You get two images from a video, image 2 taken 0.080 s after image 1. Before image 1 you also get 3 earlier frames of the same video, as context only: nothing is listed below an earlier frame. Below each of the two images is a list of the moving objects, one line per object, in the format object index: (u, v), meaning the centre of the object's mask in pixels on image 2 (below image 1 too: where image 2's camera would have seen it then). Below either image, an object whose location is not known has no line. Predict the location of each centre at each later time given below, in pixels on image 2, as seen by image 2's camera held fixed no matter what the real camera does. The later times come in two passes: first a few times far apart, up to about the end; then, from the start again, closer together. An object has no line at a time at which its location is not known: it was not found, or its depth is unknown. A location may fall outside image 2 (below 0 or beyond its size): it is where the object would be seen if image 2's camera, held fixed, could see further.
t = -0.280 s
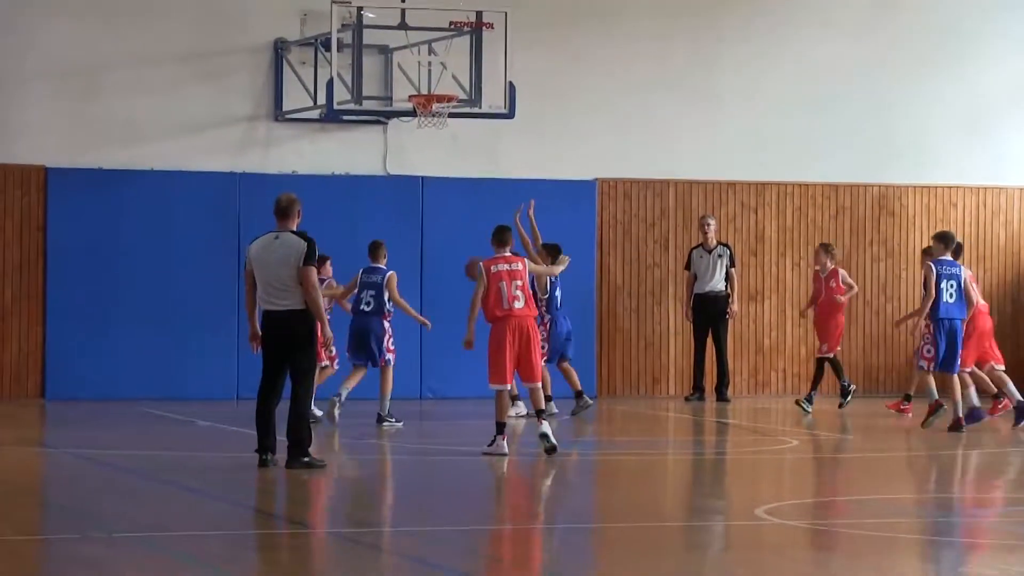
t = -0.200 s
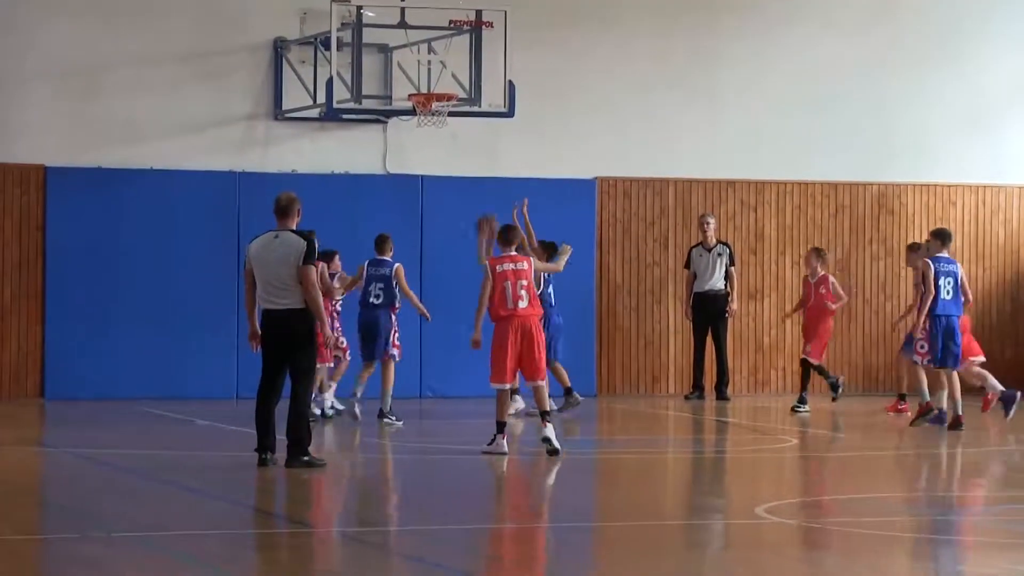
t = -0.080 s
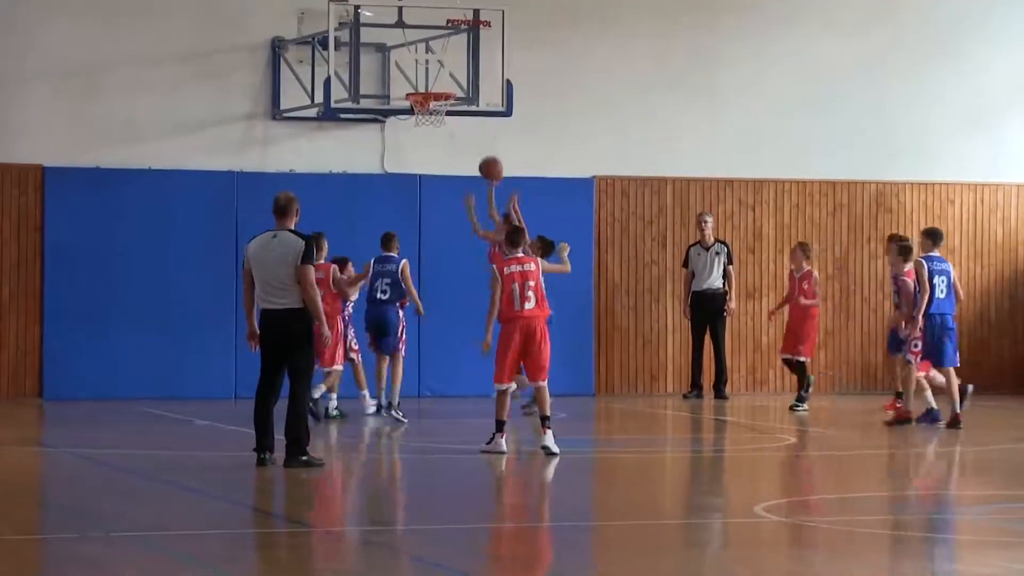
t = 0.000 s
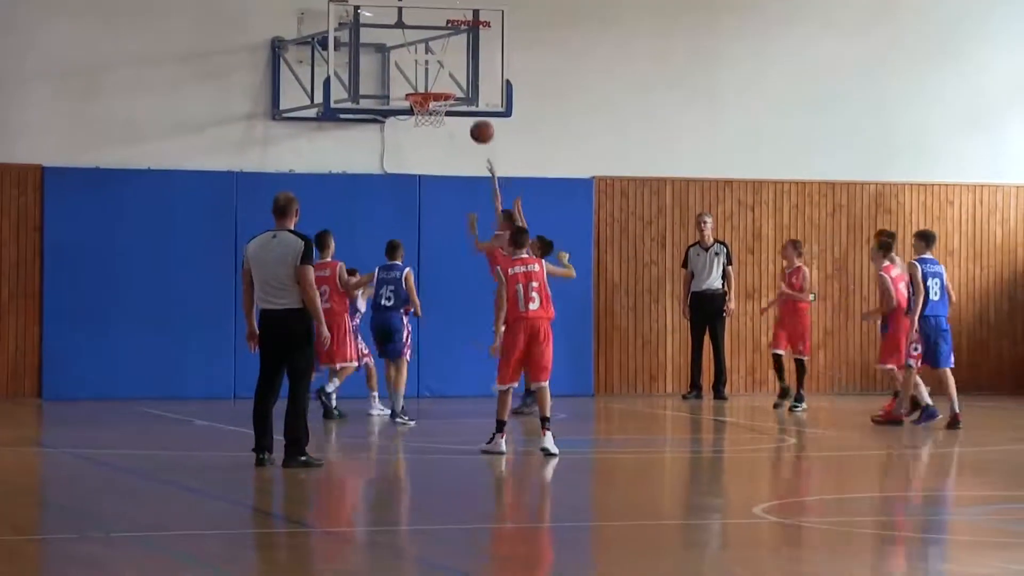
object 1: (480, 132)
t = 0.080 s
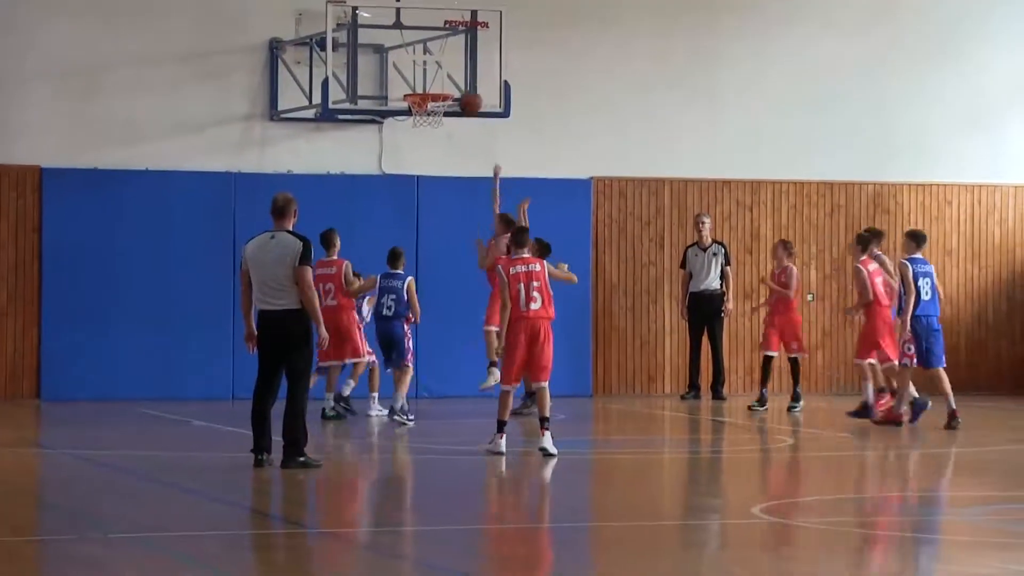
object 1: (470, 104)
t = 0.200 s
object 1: (461, 79)
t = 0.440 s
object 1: (451, 83)
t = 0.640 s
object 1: (449, 82)
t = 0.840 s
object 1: (442, 85)
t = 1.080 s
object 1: (429, 119)
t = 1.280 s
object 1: (416, 179)
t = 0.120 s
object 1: (465, 91)
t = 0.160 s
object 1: (464, 84)
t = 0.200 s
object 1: (461, 79)
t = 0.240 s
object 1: (460, 76)
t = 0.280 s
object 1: (458, 74)
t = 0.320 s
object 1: (456, 75)
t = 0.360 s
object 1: (454, 76)
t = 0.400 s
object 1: (452, 80)
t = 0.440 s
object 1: (451, 83)
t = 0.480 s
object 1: (451, 81)
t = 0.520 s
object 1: (451, 81)
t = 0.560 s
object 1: (450, 82)
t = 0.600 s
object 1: (450, 83)
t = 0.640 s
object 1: (449, 82)
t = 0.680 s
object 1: (448, 83)
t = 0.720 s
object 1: (447, 84)
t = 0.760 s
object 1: (445, 84)
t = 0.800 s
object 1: (444, 84)
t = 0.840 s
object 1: (442, 85)
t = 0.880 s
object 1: (439, 86)
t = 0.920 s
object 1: (437, 87)
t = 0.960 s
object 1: (435, 93)
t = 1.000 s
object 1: (433, 100)
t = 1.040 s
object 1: (427, 113)
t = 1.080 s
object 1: (429, 119)
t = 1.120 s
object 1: (426, 127)
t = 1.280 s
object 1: (416, 179)
